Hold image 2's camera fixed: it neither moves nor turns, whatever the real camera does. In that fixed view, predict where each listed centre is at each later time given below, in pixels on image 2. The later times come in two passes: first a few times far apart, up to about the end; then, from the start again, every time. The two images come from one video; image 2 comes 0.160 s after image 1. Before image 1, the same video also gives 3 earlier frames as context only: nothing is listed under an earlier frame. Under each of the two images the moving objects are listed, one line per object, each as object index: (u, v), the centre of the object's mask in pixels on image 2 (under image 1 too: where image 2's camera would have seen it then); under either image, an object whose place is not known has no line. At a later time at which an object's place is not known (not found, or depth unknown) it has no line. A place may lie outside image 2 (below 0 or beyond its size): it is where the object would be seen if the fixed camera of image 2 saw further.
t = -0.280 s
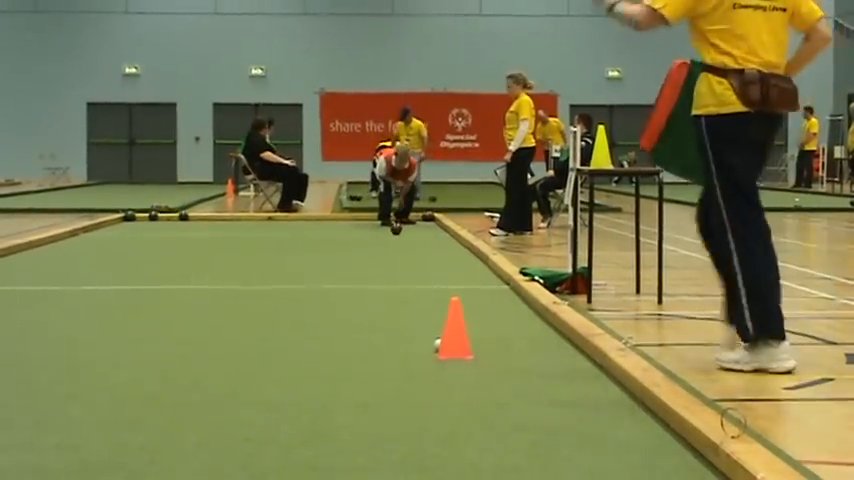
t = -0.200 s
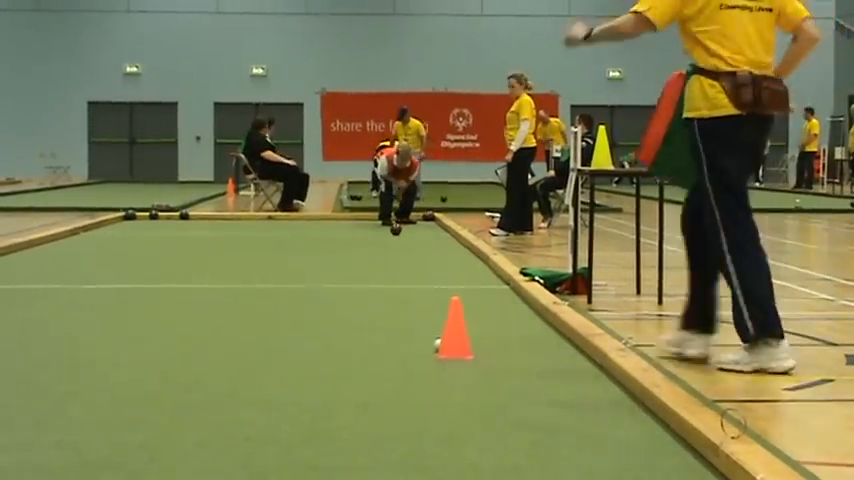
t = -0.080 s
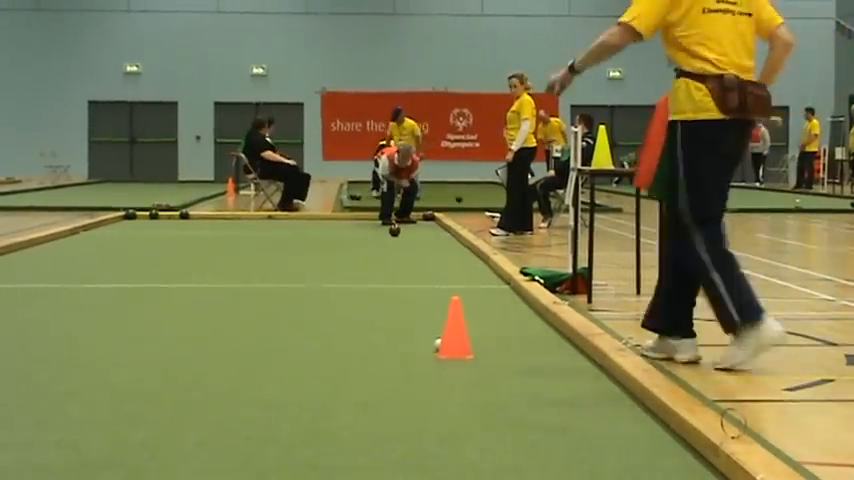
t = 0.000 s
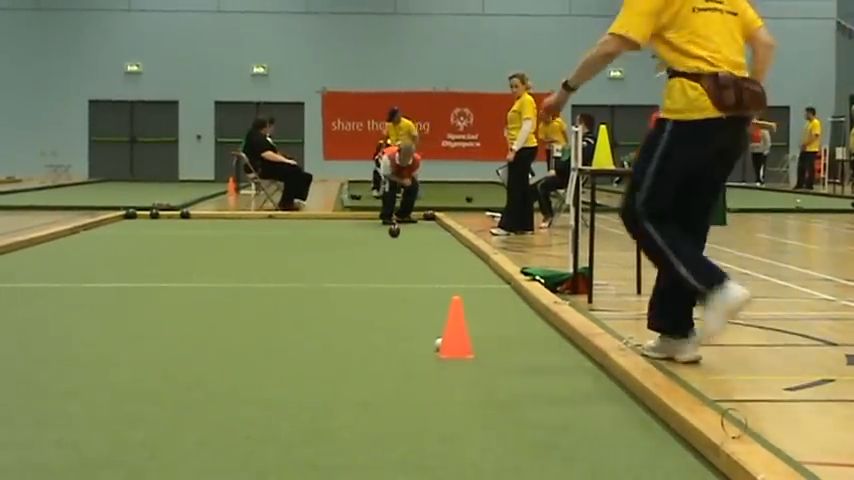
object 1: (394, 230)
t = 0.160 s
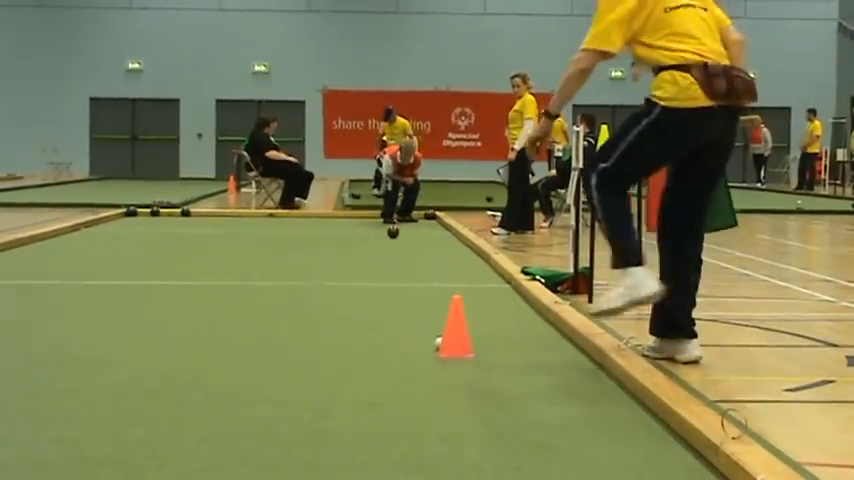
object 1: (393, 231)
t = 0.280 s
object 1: (391, 233)
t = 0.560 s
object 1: (388, 237)
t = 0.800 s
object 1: (386, 240)
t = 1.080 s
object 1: (383, 244)
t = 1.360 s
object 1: (381, 248)
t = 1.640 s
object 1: (378, 253)
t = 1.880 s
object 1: (377, 258)
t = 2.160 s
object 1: (375, 263)
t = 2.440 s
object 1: (373, 269)
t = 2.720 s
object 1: (371, 275)
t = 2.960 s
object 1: (369, 281)
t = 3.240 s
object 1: (368, 288)
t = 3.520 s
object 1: (367, 295)
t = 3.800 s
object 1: (367, 303)
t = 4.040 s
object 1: (368, 311)
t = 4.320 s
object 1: (370, 320)
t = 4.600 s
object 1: (372, 330)
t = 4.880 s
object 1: (376, 341)
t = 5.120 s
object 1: (379, 351)
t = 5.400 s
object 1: (384, 363)
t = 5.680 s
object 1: (390, 377)
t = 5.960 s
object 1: (396, 391)
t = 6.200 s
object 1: (404, 404)
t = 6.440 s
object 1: (411, 419)
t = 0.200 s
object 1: (392, 232)
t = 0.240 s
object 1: (392, 232)
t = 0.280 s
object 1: (391, 233)
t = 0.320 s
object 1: (391, 233)
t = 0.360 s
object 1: (390, 234)
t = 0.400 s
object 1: (390, 234)
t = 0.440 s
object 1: (389, 235)
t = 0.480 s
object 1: (389, 236)
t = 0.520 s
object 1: (389, 236)
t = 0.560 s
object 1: (388, 237)
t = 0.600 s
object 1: (388, 237)
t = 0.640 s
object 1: (388, 238)
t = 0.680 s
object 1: (387, 238)
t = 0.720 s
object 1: (387, 239)
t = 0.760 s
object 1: (387, 240)
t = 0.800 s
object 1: (386, 240)
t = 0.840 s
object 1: (385, 241)
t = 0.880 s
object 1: (385, 242)
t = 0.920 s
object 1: (385, 242)
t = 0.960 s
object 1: (384, 243)
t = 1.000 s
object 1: (384, 243)
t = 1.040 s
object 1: (384, 244)
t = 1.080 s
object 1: (383, 244)
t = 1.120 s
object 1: (383, 245)
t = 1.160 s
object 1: (383, 245)
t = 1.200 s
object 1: (383, 246)
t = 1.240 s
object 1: (382, 247)
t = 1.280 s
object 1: (382, 247)
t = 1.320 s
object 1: (382, 248)
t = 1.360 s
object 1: (381, 248)
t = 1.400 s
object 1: (381, 249)
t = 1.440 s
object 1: (381, 250)
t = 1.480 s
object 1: (380, 251)
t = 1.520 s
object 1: (380, 251)
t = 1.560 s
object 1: (379, 252)
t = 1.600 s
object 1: (379, 253)
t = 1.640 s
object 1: (378, 253)
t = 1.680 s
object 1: (378, 254)
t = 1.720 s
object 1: (378, 255)
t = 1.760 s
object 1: (378, 255)
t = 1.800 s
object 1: (377, 256)
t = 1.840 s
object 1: (377, 257)
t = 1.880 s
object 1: (377, 258)
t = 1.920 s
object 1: (376, 258)
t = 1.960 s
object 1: (376, 259)
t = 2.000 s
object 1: (376, 260)
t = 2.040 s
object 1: (376, 261)
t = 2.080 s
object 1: (375, 261)
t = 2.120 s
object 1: (375, 262)
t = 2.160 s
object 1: (375, 263)
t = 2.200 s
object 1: (374, 264)
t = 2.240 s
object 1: (375, 265)
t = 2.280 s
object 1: (374, 265)
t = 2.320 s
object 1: (374, 266)
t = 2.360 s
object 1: (373, 267)
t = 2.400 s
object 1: (373, 268)
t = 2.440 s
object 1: (373, 269)
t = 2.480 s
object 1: (373, 270)
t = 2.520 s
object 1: (372, 270)
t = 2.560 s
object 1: (372, 271)
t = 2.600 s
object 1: (372, 272)
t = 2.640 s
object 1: (372, 273)
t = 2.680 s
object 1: (371, 274)
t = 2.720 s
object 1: (371, 275)
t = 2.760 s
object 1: (371, 276)
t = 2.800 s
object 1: (370, 277)
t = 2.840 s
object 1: (370, 278)
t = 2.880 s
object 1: (370, 279)
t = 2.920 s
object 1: (369, 280)
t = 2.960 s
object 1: (369, 281)
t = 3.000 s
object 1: (369, 282)
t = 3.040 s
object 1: (369, 283)
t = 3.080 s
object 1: (369, 284)
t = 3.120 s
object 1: (369, 285)
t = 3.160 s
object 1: (368, 285)
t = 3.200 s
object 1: (369, 286)
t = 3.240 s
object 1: (368, 288)
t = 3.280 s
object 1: (368, 289)
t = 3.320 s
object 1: (368, 290)
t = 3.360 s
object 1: (368, 290)
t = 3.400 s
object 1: (368, 292)
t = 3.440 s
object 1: (367, 293)
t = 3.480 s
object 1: (368, 294)
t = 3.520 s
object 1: (367, 295)
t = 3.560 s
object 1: (367, 296)
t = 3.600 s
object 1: (367, 297)
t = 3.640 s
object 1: (368, 298)
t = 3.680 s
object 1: (368, 299)
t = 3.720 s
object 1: (367, 301)
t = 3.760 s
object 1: (367, 302)
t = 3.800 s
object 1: (367, 303)
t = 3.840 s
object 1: (368, 304)
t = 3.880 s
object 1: (368, 306)
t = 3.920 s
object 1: (368, 307)
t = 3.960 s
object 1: (368, 308)
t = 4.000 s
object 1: (368, 309)
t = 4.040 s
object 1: (368, 311)
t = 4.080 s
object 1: (368, 312)
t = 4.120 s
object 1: (369, 313)
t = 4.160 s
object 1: (368, 314)
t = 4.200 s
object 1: (369, 316)
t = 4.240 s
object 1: (369, 317)
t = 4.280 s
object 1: (369, 318)
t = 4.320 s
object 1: (370, 320)
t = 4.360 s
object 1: (370, 321)
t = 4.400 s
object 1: (370, 323)
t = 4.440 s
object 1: (370, 324)
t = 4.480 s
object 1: (371, 325)
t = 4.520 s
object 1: (371, 327)
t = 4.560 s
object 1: (372, 328)
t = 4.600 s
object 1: (372, 330)
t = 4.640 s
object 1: (373, 332)
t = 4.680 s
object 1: (373, 333)
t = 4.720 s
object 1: (374, 334)
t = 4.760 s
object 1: (374, 336)
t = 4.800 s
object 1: (375, 337)
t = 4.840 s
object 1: (375, 339)
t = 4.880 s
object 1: (376, 341)
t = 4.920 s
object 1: (376, 342)
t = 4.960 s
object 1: (377, 344)
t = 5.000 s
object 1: (377, 346)
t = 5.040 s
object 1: (378, 347)
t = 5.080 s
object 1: (379, 349)
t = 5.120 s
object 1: (379, 351)
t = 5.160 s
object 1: (380, 352)
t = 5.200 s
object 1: (381, 354)
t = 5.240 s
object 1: (382, 356)
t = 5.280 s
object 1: (382, 358)
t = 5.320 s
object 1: (383, 360)
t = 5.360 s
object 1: (383, 361)
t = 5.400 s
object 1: (384, 363)
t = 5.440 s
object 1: (385, 365)
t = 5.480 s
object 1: (386, 367)
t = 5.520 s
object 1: (387, 369)
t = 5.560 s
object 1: (388, 371)
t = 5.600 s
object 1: (388, 373)
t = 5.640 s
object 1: (389, 375)
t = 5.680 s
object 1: (390, 377)
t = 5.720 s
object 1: (391, 378)
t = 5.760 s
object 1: (392, 381)
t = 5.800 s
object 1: (393, 383)
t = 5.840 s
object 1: (394, 385)
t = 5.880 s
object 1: (395, 387)
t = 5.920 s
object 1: (396, 389)
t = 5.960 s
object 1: (396, 391)
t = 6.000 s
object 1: (398, 393)
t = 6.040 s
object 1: (399, 395)
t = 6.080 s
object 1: (400, 397)
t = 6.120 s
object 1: (401, 400)
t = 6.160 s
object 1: (402, 402)
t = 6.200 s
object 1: (404, 404)
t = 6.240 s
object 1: (405, 406)
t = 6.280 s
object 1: (406, 409)
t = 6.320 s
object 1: (407, 412)
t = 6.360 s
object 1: (408, 414)
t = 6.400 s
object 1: (410, 416)
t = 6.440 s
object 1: (411, 419)
